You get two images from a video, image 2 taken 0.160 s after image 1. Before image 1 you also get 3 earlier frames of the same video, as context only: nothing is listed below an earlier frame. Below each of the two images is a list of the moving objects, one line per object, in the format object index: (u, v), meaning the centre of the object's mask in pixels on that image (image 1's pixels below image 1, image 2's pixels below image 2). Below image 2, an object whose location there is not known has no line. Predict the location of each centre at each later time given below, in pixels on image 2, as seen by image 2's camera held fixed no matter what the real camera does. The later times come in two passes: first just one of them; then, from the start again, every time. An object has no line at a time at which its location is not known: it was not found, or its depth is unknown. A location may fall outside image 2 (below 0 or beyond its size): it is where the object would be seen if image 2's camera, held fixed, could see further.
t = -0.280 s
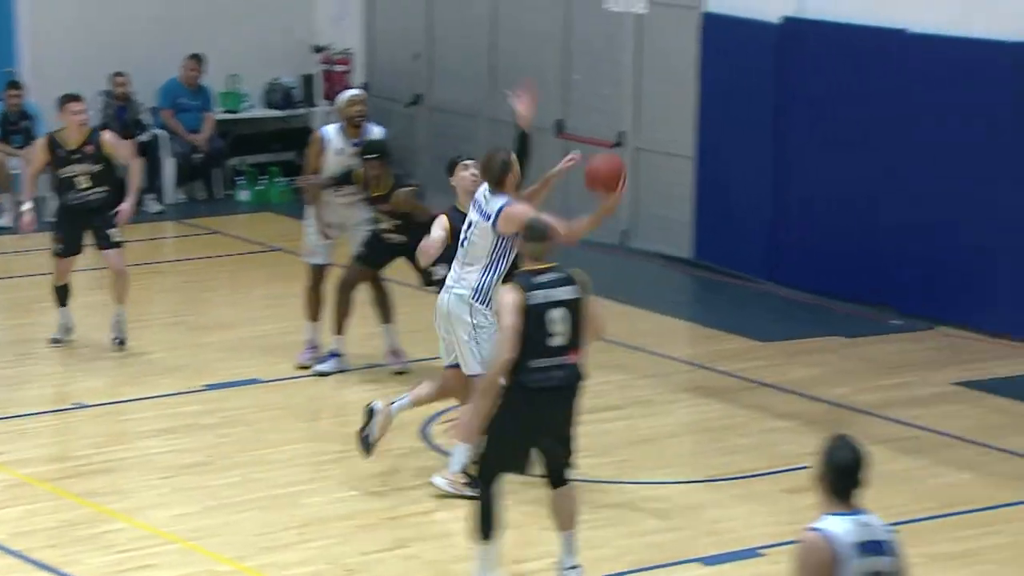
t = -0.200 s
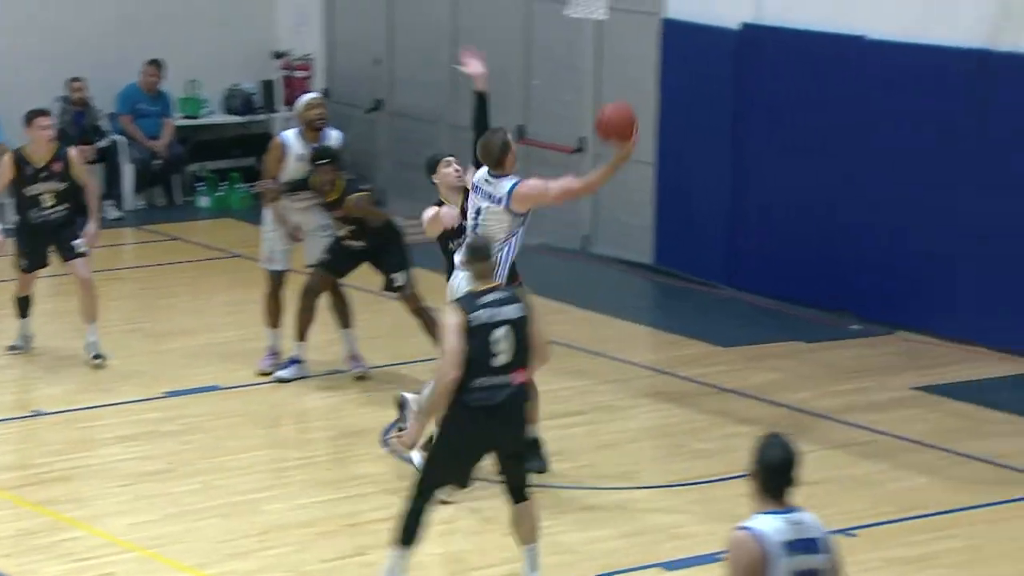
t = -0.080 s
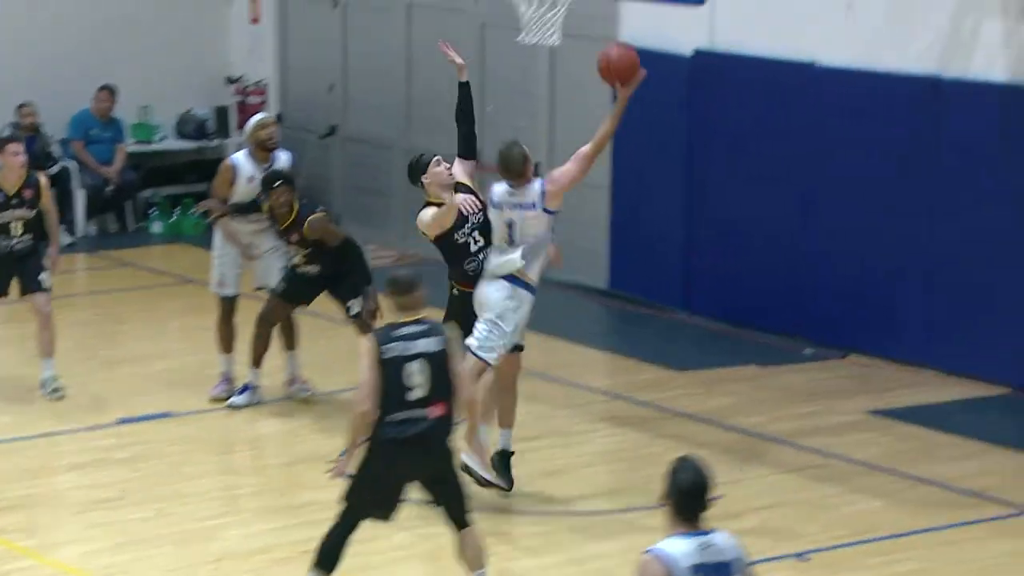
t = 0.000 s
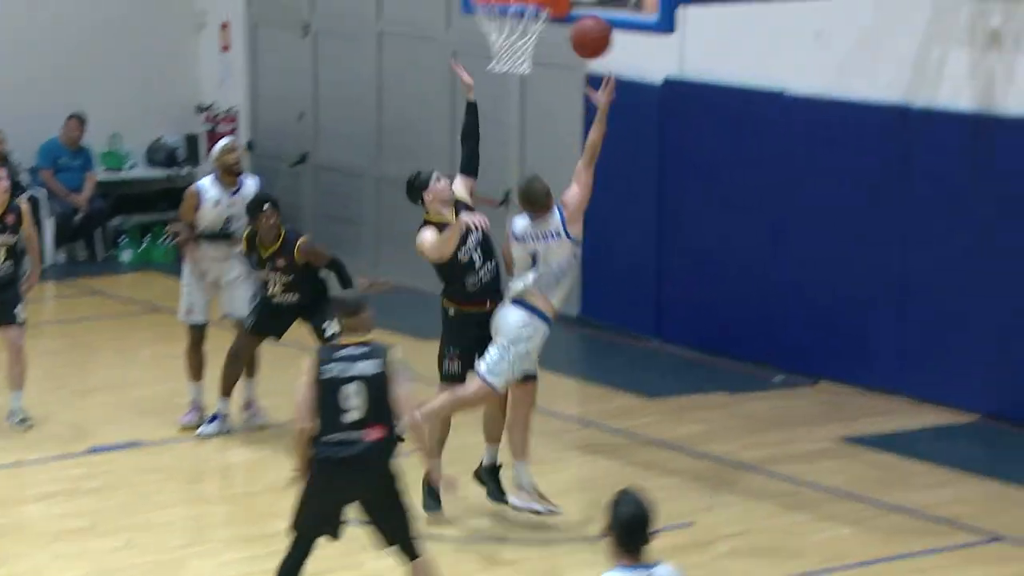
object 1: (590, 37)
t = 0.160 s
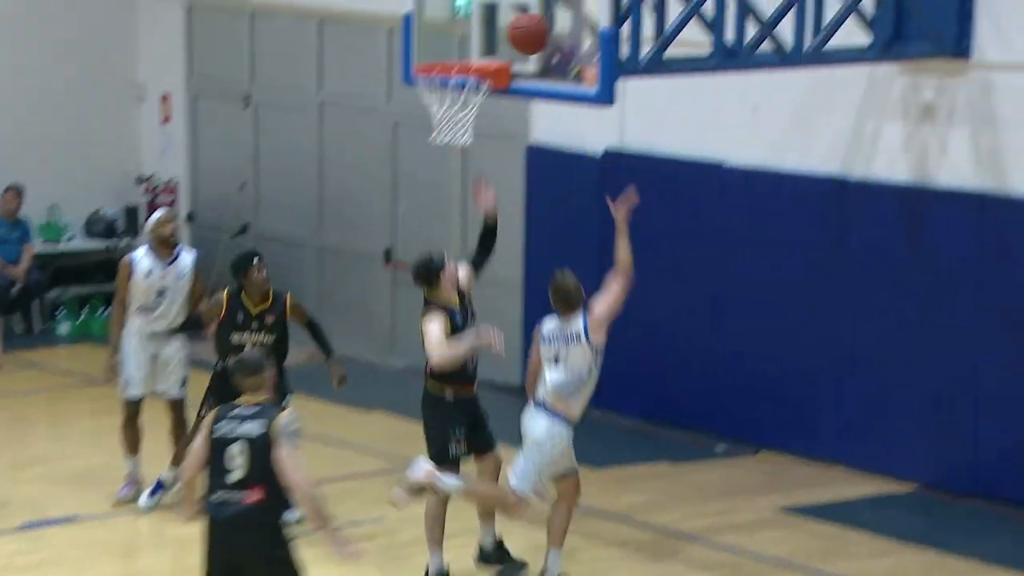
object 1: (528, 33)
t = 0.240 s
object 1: (526, 13)
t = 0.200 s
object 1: (527, 22)
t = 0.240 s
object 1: (526, 13)
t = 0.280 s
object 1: (524, 7)
